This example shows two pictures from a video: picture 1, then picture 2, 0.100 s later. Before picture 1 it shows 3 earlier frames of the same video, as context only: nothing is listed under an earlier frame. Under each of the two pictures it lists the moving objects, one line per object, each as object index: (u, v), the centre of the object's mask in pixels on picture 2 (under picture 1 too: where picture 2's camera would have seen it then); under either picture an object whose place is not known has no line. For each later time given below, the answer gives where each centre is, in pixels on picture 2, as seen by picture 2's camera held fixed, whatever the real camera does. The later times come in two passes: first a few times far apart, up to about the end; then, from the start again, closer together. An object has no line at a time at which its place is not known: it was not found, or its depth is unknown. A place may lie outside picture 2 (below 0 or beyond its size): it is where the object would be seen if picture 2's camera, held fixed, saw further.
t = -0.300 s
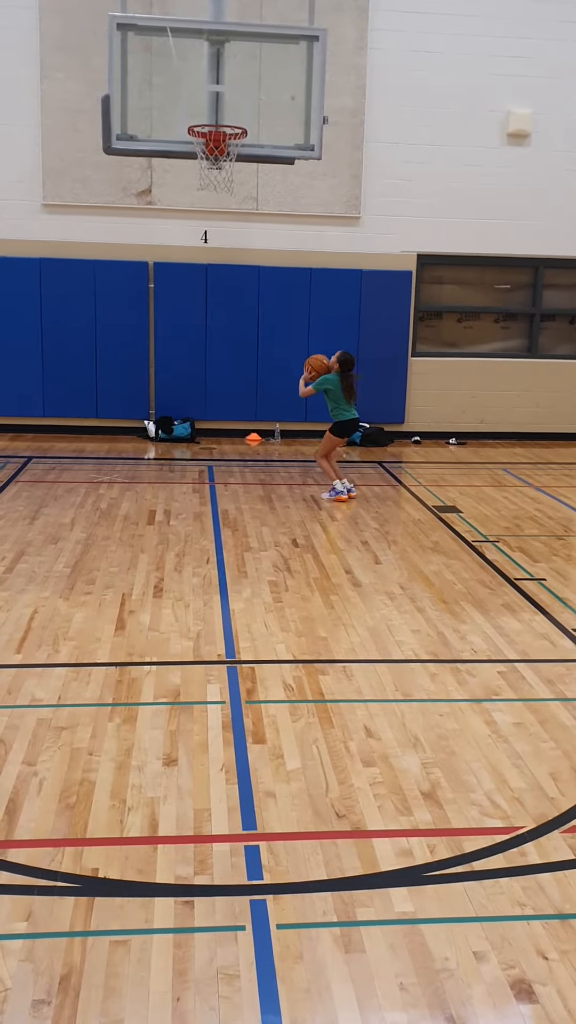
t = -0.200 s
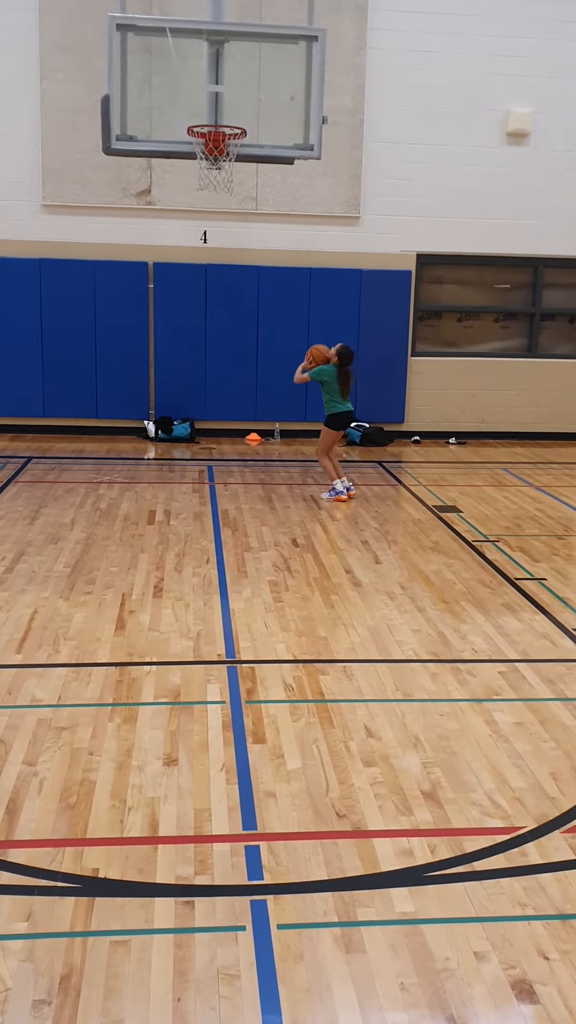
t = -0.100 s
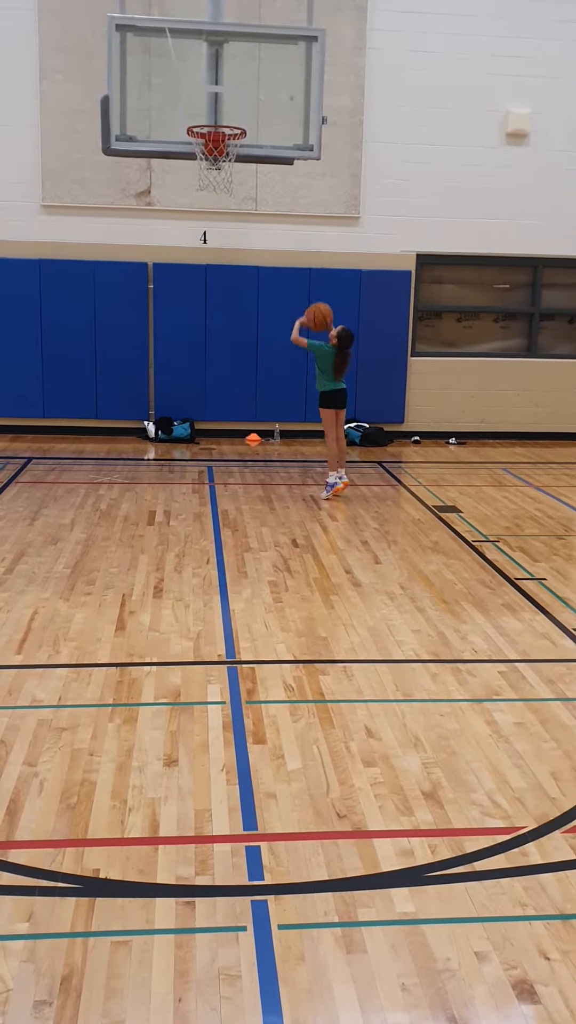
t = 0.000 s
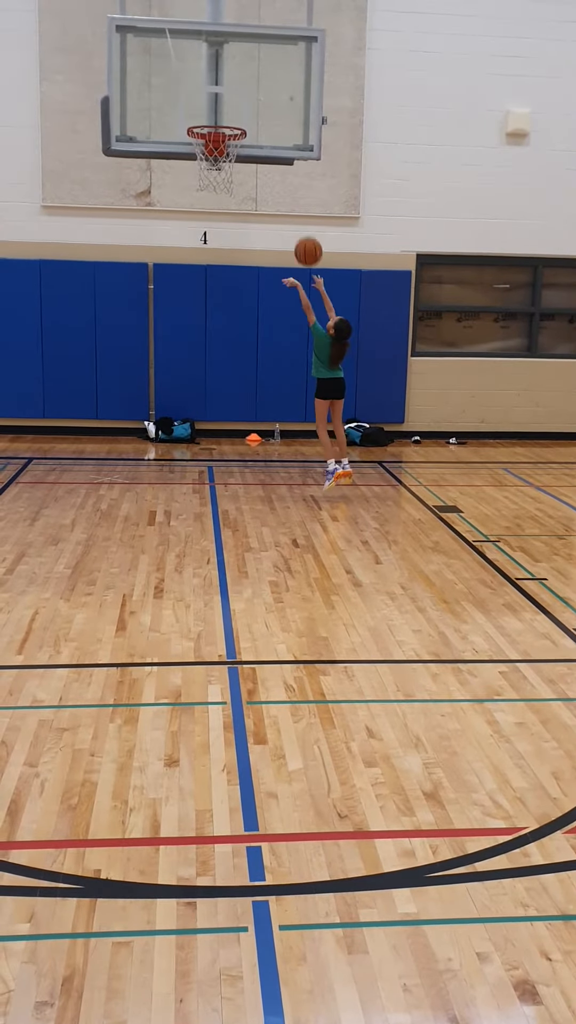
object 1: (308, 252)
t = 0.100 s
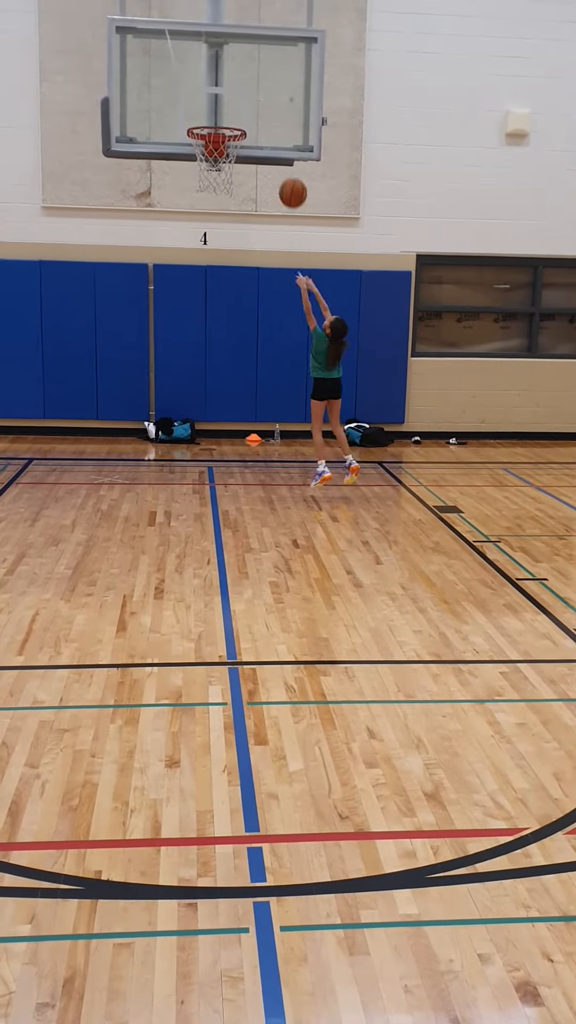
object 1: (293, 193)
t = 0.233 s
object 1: (272, 135)
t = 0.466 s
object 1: (250, 97)
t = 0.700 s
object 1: (229, 115)
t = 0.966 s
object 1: (209, 147)
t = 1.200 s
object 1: (227, 206)
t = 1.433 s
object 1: (242, 312)
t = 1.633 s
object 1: (253, 443)
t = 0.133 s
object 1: (288, 176)
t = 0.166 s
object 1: (283, 161)
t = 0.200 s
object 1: (277, 148)
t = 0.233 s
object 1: (272, 135)
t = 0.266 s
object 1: (267, 124)
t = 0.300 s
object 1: (262, 115)
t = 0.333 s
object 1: (259, 108)
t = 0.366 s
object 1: (257, 103)
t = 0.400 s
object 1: (255, 100)
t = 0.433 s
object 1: (252, 98)
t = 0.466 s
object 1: (250, 97)
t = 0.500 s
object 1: (248, 97)
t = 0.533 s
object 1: (245, 99)
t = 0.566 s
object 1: (243, 102)
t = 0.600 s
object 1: (240, 107)
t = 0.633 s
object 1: (237, 113)
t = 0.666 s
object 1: (234, 116)
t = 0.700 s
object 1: (229, 115)
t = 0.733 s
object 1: (225, 114)
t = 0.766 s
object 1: (220, 115)
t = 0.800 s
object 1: (215, 117)
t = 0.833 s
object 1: (210, 119)
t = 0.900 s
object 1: (200, 137)
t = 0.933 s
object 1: (206, 142)
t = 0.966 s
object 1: (209, 147)
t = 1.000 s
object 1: (212, 156)
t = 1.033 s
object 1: (215, 163)
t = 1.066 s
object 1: (217, 171)
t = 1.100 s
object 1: (221, 178)
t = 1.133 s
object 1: (223, 186)
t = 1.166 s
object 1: (224, 196)
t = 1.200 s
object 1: (227, 206)
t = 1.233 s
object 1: (230, 217)
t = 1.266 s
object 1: (232, 230)
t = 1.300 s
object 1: (234, 245)
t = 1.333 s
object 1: (236, 260)
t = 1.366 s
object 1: (238, 277)
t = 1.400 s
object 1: (240, 294)
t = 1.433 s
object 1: (242, 312)
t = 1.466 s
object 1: (244, 332)
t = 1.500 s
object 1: (246, 353)
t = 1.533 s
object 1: (248, 374)
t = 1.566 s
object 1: (250, 396)
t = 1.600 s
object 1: (251, 419)
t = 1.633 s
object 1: (253, 443)
